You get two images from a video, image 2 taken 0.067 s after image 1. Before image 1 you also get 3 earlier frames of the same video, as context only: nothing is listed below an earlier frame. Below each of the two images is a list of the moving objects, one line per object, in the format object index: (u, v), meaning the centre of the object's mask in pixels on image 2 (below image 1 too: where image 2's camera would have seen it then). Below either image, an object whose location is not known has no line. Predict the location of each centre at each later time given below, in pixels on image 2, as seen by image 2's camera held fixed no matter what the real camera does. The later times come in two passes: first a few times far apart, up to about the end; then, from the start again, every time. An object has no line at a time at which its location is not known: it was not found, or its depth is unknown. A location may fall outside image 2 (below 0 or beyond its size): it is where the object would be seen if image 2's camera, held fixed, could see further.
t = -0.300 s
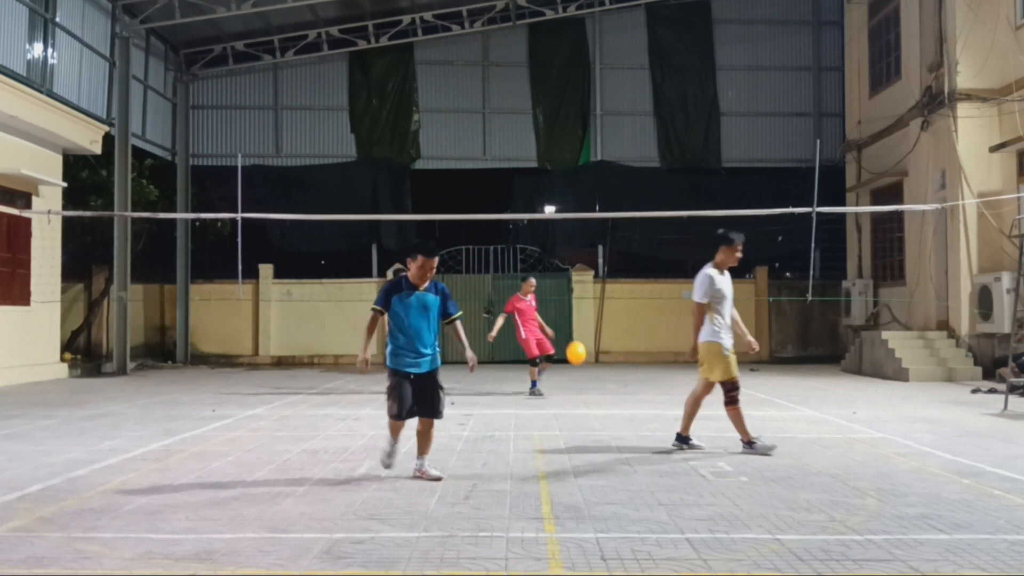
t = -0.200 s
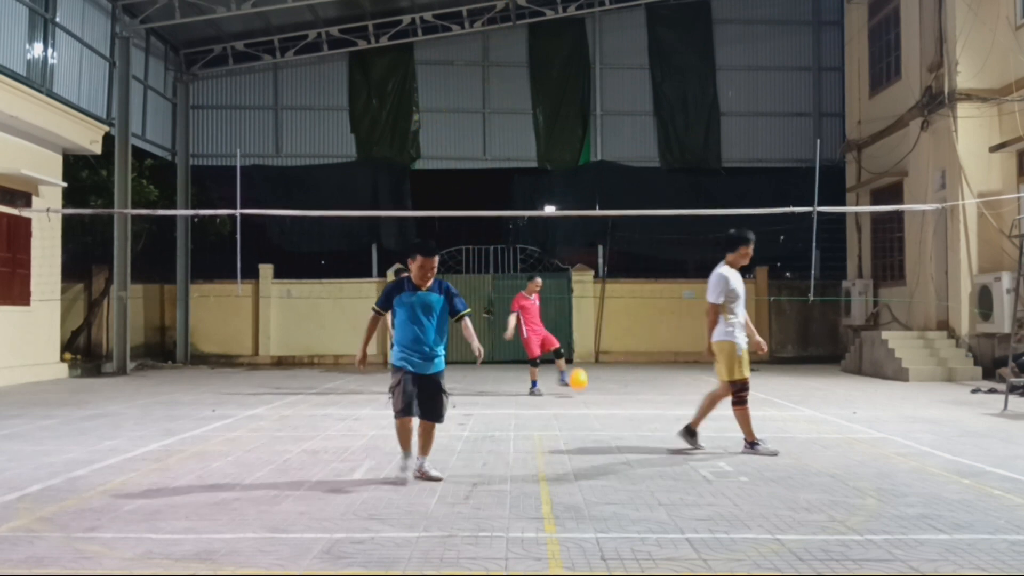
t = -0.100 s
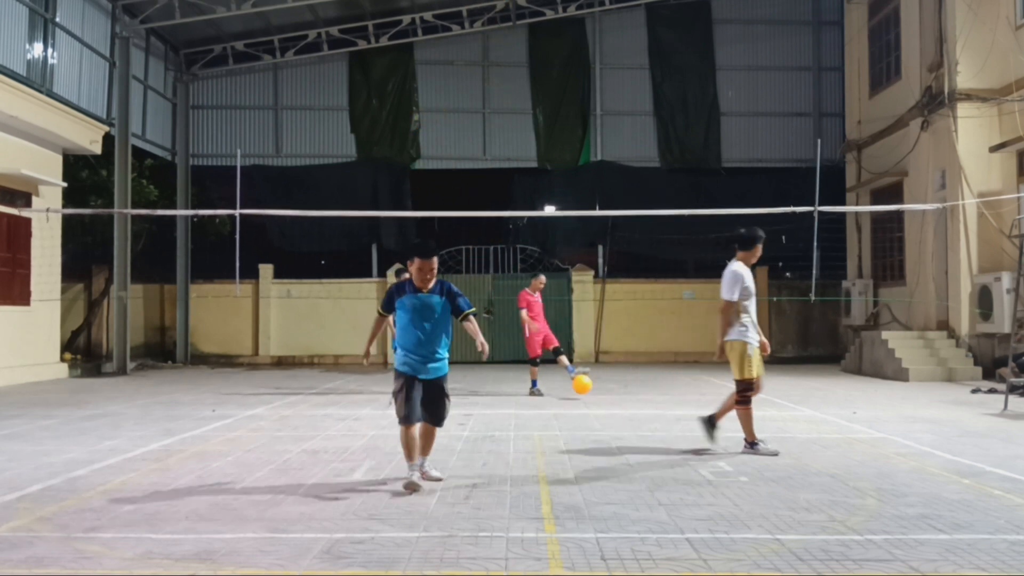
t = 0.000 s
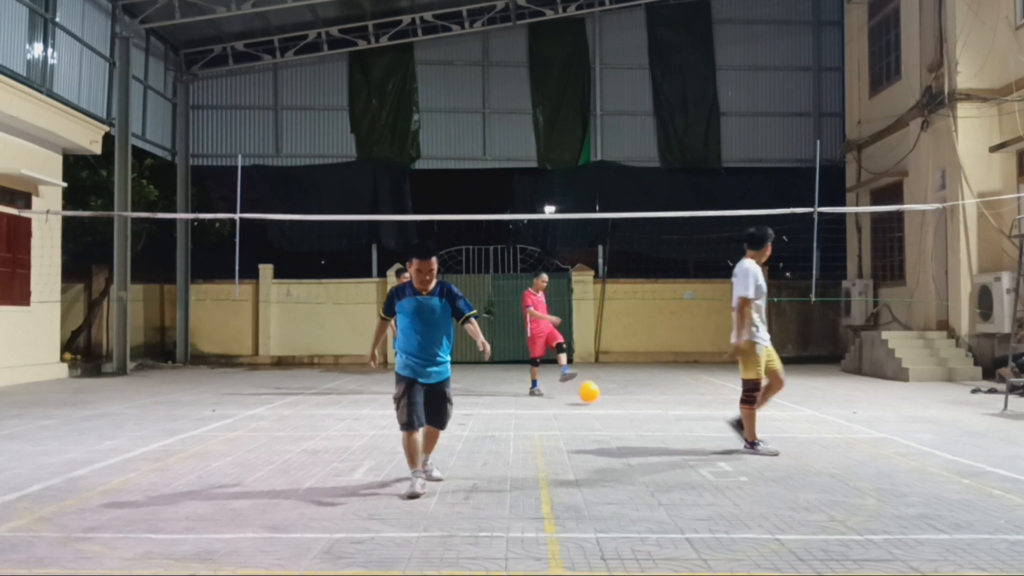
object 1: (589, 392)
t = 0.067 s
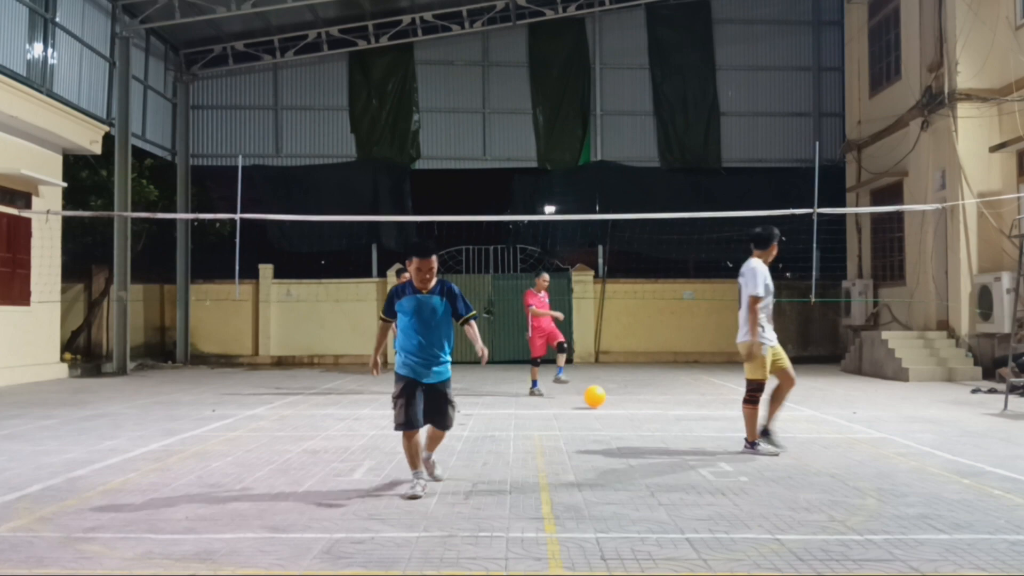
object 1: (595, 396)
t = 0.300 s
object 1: (613, 408)
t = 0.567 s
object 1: (630, 420)
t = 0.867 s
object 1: (654, 435)
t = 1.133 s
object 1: (680, 446)
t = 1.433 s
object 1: (718, 476)
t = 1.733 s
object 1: (774, 512)
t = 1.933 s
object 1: (826, 547)
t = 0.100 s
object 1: (597, 395)
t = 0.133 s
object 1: (600, 395)
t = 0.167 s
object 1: (602, 396)
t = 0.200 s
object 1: (605, 398)
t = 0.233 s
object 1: (608, 401)
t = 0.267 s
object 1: (610, 405)
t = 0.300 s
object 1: (613, 408)
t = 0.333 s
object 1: (615, 407)
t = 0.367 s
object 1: (617, 406)
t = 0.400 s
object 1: (619, 406)
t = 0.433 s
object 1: (621, 406)
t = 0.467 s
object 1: (623, 408)
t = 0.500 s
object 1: (625, 412)
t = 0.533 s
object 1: (627, 417)
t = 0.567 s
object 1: (630, 420)
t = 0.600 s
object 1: (632, 416)
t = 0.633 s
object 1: (635, 414)
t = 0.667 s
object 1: (637, 413)
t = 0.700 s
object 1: (640, 413)
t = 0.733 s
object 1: (642, 414)
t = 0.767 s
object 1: (645, 417)
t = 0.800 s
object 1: (648, 421)
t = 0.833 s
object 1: (651, 427)
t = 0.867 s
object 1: (654, 435)
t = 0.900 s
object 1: (657, 435)
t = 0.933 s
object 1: (660, 432)
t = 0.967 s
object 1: (662, 430)
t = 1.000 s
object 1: (666, 430)
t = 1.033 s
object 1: (669, 431)
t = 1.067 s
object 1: (673, 435)
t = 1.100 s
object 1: (676, 439)
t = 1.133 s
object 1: (680, 446)
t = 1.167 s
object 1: (684, 454)
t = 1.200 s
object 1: (688, 457)
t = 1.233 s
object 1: (692, 454)
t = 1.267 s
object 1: (696, 453)
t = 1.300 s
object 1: (700, 454)
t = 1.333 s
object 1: (704, 457)
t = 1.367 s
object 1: (708, 461)
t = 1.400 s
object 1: (713, 467)
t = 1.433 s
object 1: (718, 476)
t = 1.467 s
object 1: (723, 483)
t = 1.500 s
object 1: (729, 480)
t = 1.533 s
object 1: (735, 480)
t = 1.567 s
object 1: (740, 481)
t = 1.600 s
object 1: (746, 485)
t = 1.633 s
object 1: (752, 491)
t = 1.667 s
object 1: (759, 500)
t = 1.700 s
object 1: (767, 512)
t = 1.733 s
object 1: (774, 512)
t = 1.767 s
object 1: (781, 511)
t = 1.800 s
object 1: (790, 513)
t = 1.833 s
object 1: (798, 518)
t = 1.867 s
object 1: (807, 525)
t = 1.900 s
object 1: (816, 535)
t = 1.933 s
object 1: (826, 547)
